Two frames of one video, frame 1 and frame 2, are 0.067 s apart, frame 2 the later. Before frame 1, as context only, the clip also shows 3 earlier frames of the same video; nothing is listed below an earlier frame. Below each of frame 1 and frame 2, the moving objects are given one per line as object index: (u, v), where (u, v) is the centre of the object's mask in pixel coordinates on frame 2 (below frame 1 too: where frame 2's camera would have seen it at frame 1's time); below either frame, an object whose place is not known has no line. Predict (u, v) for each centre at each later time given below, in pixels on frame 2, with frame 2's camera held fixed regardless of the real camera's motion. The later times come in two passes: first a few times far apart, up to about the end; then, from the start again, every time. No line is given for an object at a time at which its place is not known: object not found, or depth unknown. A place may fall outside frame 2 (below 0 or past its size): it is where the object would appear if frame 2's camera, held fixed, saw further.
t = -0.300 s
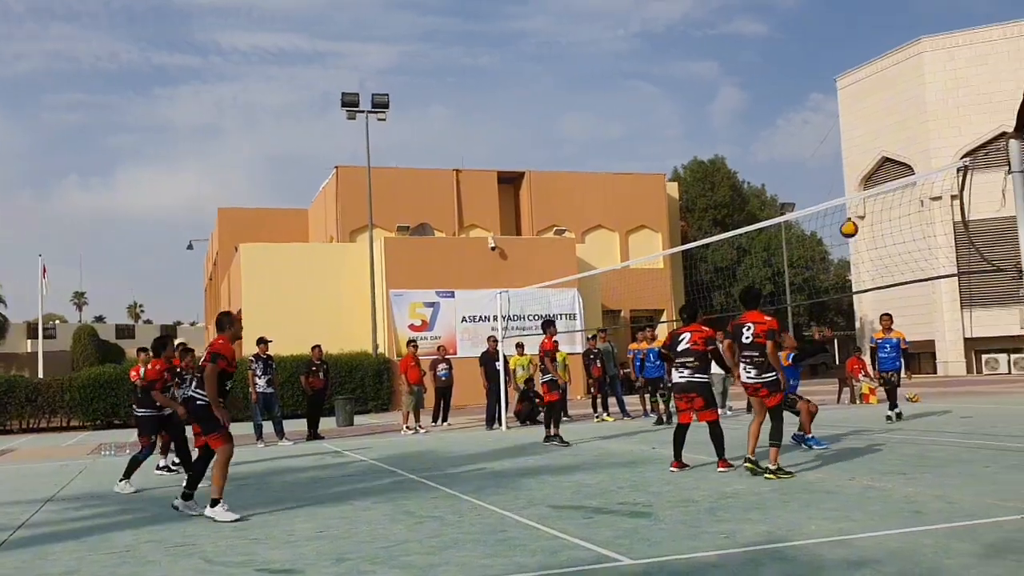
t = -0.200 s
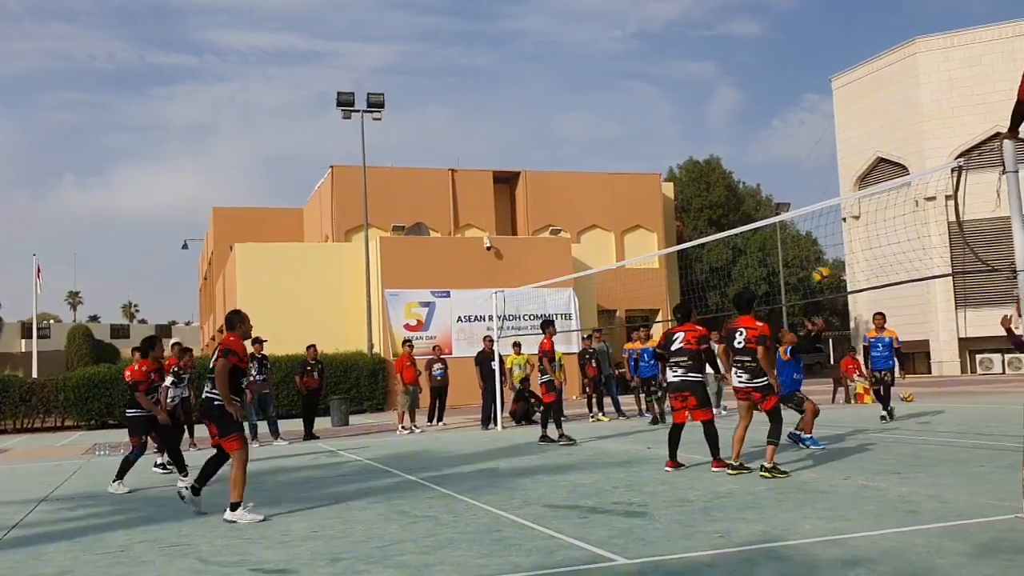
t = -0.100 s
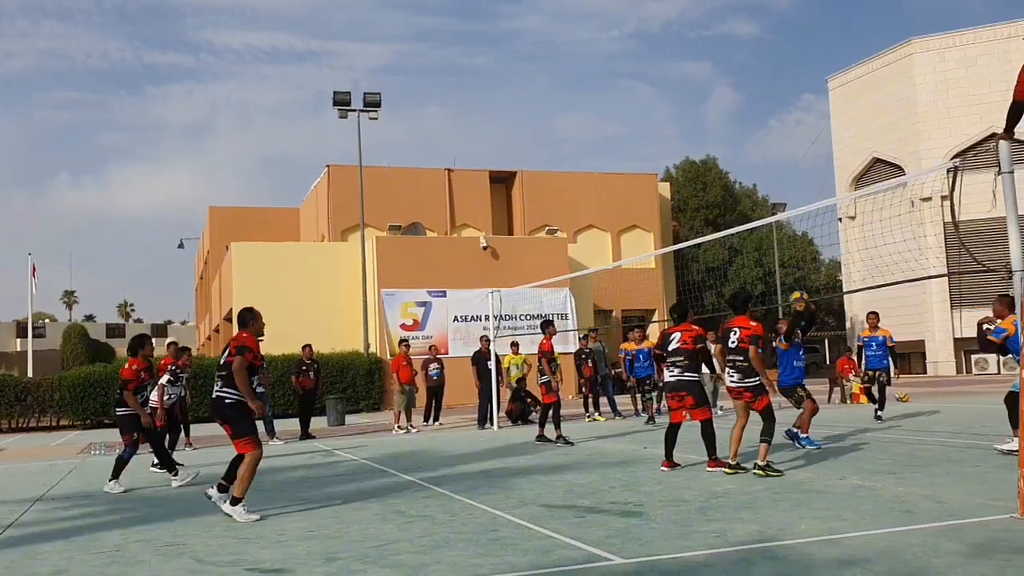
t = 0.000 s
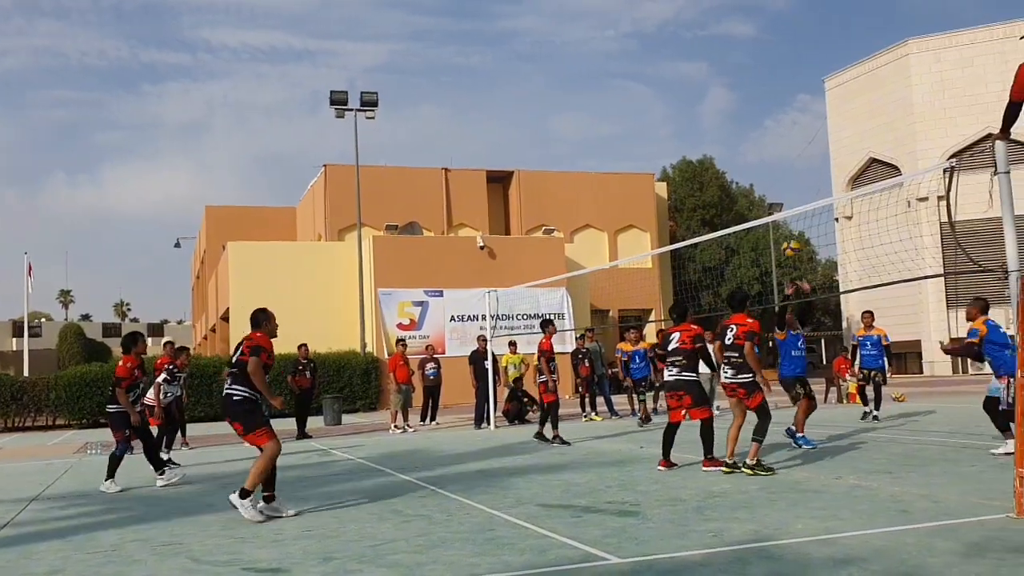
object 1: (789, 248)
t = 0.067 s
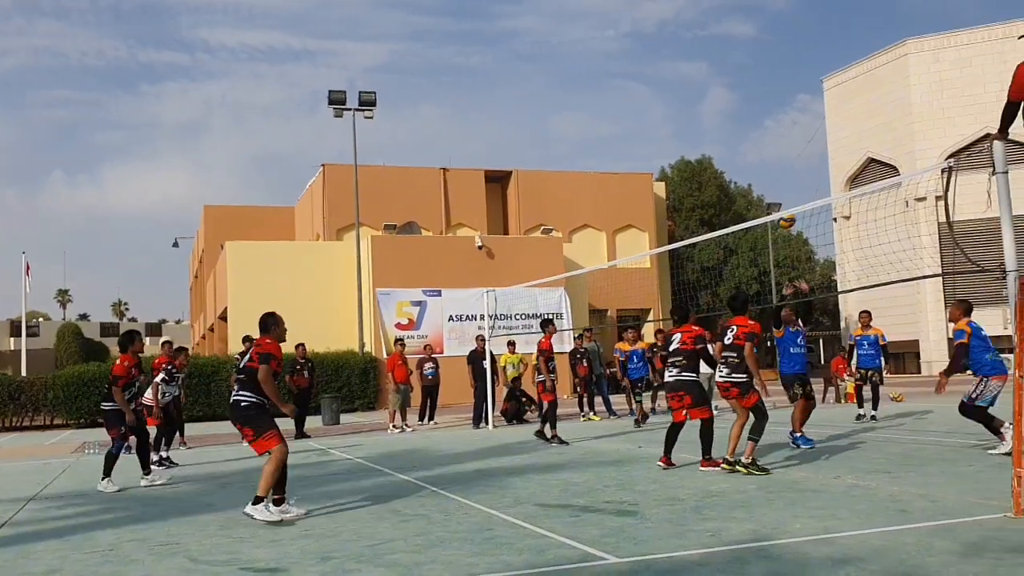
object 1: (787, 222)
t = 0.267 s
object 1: (778, 154)
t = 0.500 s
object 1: (773, 120)
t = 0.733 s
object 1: (770, 134)
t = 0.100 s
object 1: (785, 204)
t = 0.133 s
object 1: (783, 194)
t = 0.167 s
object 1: (782, 183)
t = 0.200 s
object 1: (781, 172)
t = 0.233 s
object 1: (780, 163)
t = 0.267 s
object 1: (778, 154)
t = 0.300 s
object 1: (778, 147)
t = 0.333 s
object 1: (777, 140)
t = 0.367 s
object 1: (776, 134)
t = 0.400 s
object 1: (775, 129)
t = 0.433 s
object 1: (775, 125)
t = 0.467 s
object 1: (774, 122)
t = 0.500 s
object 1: (773, 120)
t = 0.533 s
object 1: (772, 119)
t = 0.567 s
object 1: (772, 119)
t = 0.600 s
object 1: (771, 120)
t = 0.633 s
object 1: (771, 122)
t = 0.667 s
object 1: (771, 125)
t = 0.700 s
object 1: (770, 129)
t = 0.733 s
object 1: (770, 134)
